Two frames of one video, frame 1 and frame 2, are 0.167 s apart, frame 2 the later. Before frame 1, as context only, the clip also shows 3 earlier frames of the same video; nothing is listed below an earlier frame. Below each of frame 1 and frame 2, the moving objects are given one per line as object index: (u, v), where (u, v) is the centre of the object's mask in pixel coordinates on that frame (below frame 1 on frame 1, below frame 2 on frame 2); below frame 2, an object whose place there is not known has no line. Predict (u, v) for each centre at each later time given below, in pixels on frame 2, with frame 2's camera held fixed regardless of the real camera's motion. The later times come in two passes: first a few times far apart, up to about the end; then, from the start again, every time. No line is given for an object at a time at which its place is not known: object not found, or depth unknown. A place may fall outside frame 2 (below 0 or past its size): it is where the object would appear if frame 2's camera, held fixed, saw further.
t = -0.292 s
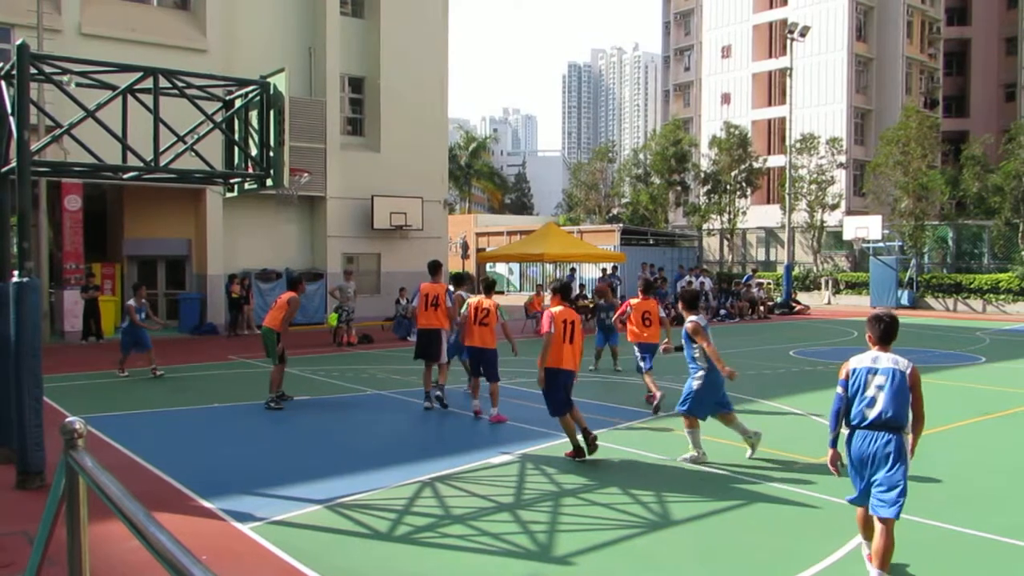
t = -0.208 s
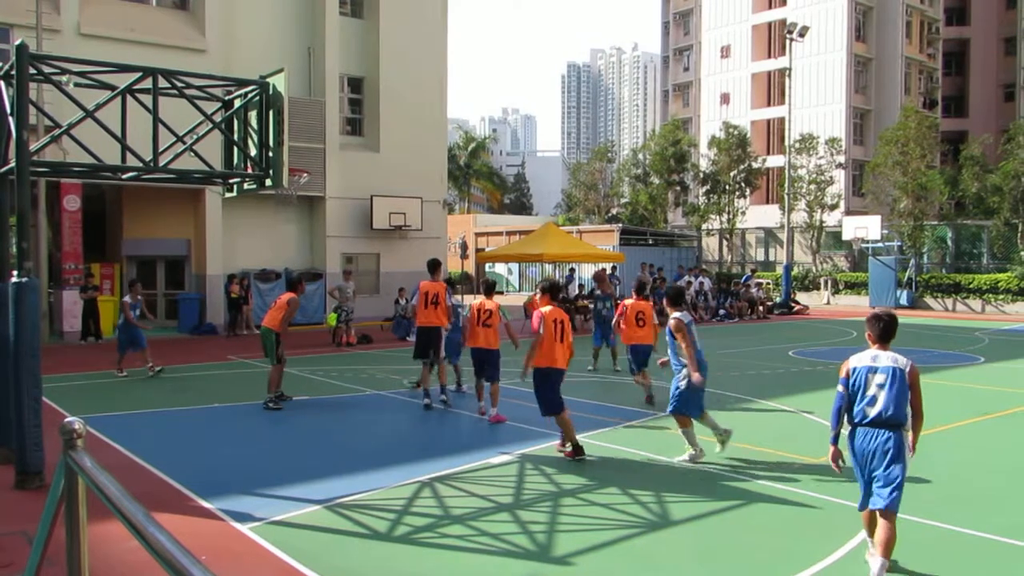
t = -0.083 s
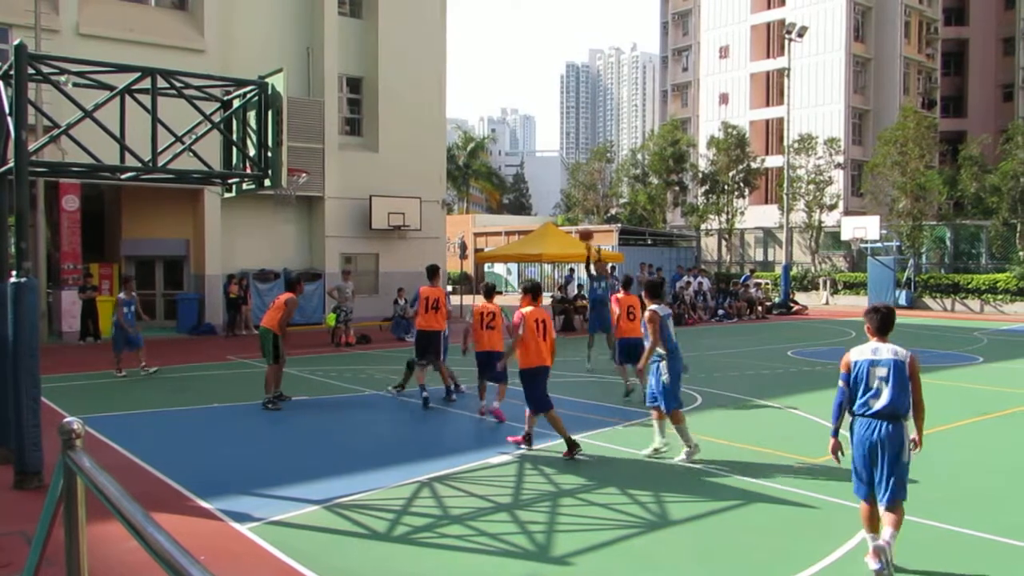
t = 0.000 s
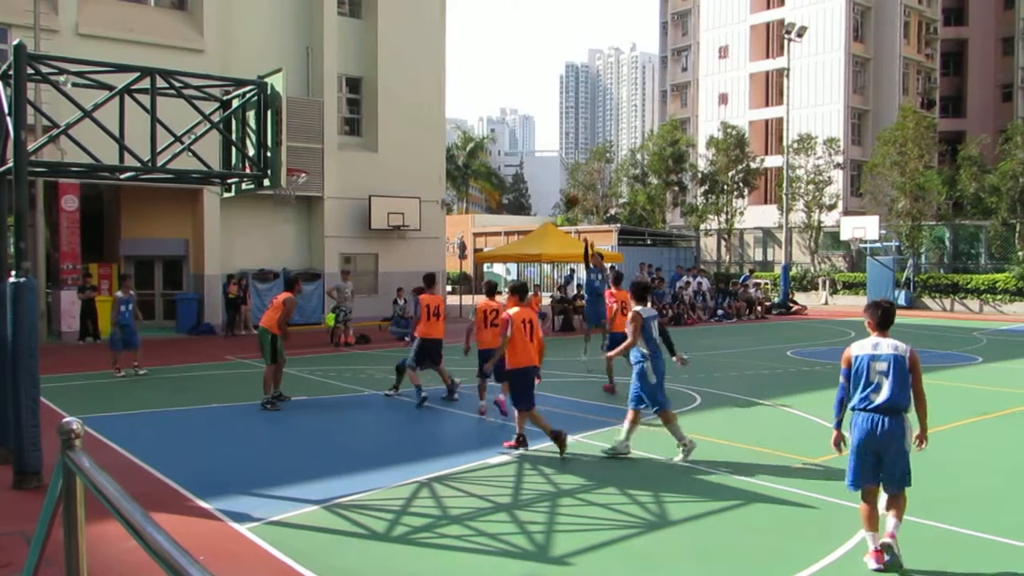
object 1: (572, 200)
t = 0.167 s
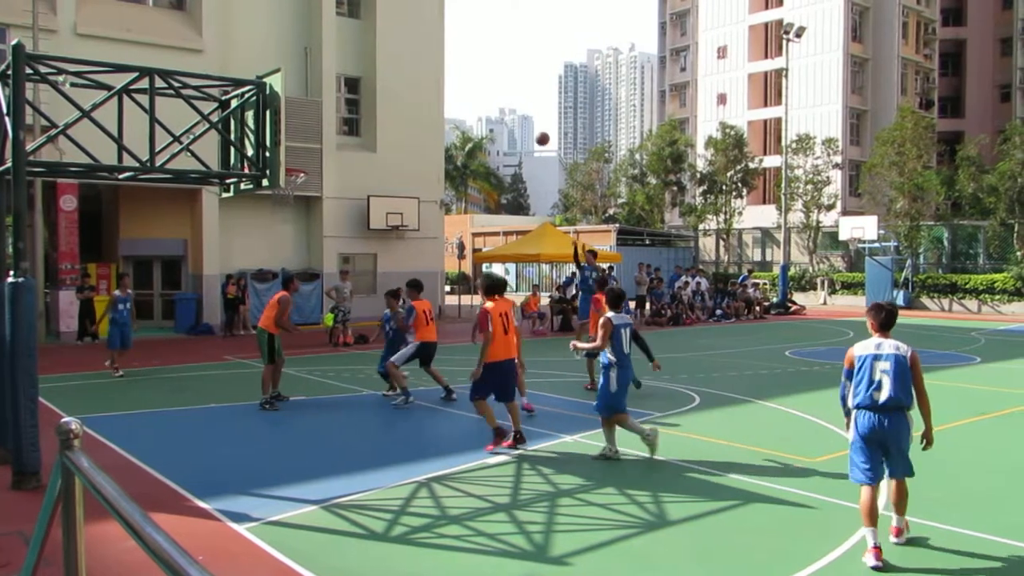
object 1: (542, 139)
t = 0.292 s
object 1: (520, 101)
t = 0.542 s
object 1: (468, 50)
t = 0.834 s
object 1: (398, 41)
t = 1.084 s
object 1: (328, 87)
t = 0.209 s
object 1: (535, 126)
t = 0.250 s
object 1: (527, 113)
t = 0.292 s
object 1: (520, 101)
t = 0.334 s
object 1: (511, 90)
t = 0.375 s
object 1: (503, 80)
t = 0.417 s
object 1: (495, 71)
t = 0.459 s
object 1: (486, 63)
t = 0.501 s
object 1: (477, 56)
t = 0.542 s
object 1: (468, 50)
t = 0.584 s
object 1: (459, 45)
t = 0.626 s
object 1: (449, 41)
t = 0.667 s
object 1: (440, 39)
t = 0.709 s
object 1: (430, 37)
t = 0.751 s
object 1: (420, 37)
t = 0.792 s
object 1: (409, 38)
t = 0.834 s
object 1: (398, 41)
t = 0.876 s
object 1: (387, 45)
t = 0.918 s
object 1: (376, 50)
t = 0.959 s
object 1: (365, 57)
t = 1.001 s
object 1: (353, 65)
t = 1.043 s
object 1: (341, 75)
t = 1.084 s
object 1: (328, 87)
